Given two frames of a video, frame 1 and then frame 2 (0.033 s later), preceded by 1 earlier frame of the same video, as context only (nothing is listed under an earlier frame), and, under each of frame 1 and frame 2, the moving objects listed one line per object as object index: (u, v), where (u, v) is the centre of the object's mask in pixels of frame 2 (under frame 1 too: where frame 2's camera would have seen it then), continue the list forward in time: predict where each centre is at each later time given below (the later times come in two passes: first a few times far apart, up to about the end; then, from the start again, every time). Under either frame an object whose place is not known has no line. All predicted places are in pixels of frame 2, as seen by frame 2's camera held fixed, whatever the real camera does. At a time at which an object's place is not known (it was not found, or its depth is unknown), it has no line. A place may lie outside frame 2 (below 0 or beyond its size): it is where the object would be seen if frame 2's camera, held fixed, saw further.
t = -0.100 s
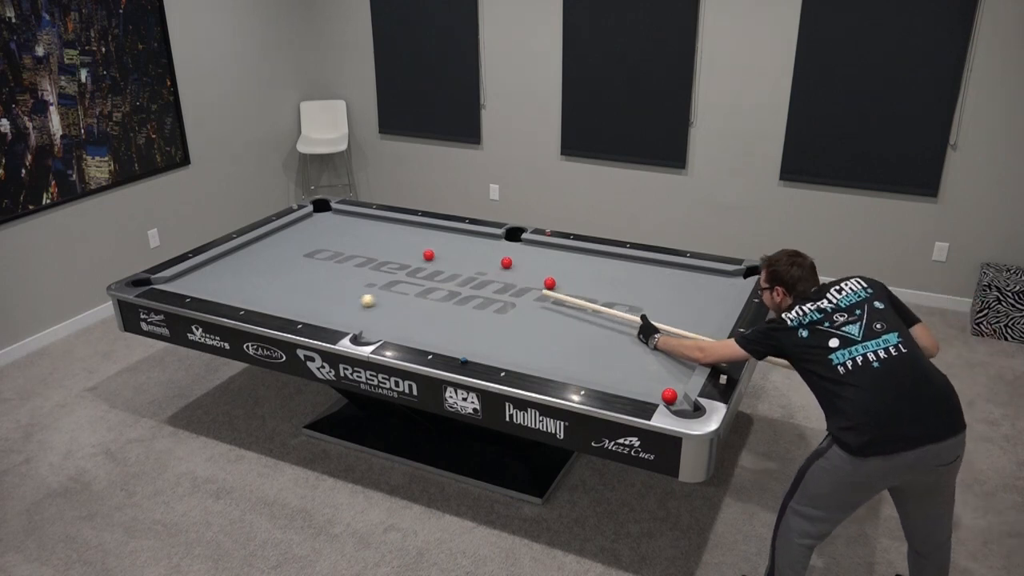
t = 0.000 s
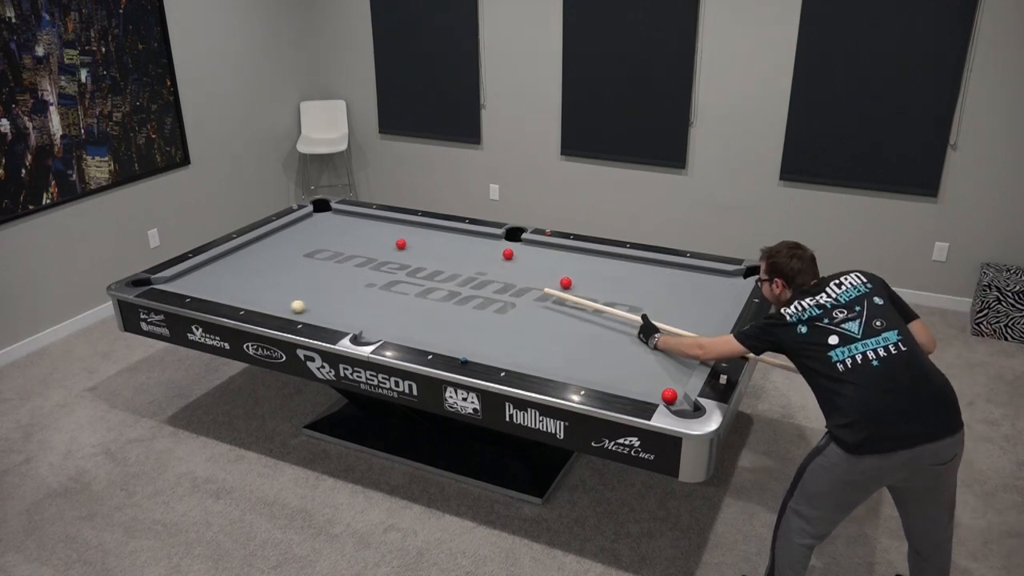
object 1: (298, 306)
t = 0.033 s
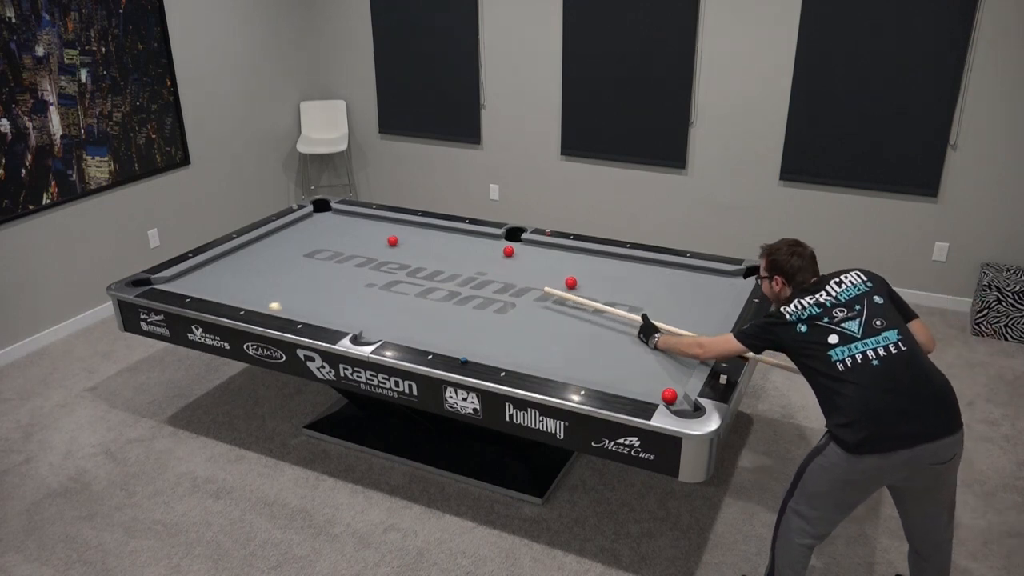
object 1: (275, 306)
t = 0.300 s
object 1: (250, 272)
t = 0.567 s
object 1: (249, 248)
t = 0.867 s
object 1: (319, 237)
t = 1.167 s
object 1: (381, 227)
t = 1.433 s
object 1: (415, 230)
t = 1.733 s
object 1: (435, 244)
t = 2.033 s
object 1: (456, 259)
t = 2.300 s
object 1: (475, 274)
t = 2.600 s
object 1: (499, 291)
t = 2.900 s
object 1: (525, 310)
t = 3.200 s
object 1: (552, 331)
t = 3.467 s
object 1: (577, 350)
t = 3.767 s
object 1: (608, 373)
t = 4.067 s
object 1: (642, 387)
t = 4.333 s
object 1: (669, 385)
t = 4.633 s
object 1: (676, 379)
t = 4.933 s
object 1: (670, 371)
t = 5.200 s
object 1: (667, 365)
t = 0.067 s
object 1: (270, 303)
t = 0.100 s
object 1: (268, 298)
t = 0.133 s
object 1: (265, 293)
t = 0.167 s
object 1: (262, 288)
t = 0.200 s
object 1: (259, 284)
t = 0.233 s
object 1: (256, 279)
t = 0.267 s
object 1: (253, 275)
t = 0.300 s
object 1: (250, 272)
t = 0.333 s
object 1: (248, 268)
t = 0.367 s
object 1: (245, 265)
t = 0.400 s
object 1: (242, 261)
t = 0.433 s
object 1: (239, 258)
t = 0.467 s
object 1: (237, 254)
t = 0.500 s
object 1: (234, 251)
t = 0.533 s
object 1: (240, 249)
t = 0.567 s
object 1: (249, 248)
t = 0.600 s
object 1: (258, 247)
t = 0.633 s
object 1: (267, 246)
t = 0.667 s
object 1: (274, 245)
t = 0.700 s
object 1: (282, 243)
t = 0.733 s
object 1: (290, 242)
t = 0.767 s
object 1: (297, 241)
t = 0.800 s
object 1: (305, 240)
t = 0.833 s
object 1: (312, 238)
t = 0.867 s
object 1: (319, 237)
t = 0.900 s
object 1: (326, 236)
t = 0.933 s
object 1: (334, 235)
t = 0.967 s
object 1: (341, 234)
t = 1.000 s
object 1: (347, 233)
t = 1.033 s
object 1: (354, 232)
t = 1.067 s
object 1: (361, 230)
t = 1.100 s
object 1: (368, 229)
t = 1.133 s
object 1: (375, 228)
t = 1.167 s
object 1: (381, 227)
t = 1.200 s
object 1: (388, 226)
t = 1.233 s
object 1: (395, 225)
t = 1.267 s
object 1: (401, 223)
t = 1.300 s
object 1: (408, 223)
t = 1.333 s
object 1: (409, 224)
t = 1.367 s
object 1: (411, 226)
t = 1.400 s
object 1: (413, 228)
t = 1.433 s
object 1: (415, 230)
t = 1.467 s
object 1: (417, 231)
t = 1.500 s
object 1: (419, 233)
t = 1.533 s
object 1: (422, 234)
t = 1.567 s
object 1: (423, 236)
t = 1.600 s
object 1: (426, 237)
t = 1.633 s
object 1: (428, 239)
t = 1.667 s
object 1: (430, 240)
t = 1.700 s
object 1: (432, 243)
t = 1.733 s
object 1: (435, 244)
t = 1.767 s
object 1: (437, 246)
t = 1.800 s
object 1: (439, 247)
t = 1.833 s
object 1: (442, 249)
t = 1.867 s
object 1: (444, 251)
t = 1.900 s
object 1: (446, 252)
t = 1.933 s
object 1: (448, 254)
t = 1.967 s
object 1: (451, 256)
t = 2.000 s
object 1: (453, 258)
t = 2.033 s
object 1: (456, 259)
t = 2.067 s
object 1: (458, 261)
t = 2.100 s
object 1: (460, 263)
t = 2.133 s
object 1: (463, 264)
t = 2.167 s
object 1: (465, 266)
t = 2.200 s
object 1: (468, 268)
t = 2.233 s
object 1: (470, 270)
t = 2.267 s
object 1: (473, 272)
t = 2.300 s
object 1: (475, 274)
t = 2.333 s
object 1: (478, 276)
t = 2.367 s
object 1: (480, 278)
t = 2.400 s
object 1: (483, 279)
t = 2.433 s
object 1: (486, 281)
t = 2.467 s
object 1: (488, 283)
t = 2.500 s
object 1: (491, 285)
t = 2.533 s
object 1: (494, 287)
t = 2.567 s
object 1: (497, 289)
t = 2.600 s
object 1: (499, 291)
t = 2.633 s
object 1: (502, 294)
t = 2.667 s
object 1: (505, 296)
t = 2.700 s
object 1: (508, 298)
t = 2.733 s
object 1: (510, 300)
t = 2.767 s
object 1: (513, 302)
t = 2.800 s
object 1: (516, 304)
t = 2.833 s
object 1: (519, 306)
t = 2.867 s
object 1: (522, 308)
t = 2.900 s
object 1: (525, 310)
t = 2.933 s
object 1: (527, 313)
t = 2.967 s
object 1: (531, 315)
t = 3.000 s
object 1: (534, 317)
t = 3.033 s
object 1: (536, 319)
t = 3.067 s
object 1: (539, 321)
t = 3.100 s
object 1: (543, 324)
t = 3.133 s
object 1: (546, 326)
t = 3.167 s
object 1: (549, 328)
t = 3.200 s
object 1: (552, 331)
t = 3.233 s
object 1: (555, 333)
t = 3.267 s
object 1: (558, 335)
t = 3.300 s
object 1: (562, 338)
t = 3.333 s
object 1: (564, 340)
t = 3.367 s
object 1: (568, 343)
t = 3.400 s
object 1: (571, 345)
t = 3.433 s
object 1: (574, 347)
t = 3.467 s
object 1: (577, 350)
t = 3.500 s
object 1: (581, 352)
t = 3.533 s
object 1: (584, 355)
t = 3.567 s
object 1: (587, 357)
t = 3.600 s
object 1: (591, 360)
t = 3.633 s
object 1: (594, 363)
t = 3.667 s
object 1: (598, 365)
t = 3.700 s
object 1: (601, 368)
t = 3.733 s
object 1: (605, 370)
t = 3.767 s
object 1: (608, 373)
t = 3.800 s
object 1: (612, 376)
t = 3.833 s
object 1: (615, 378)
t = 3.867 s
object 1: (619, 381)
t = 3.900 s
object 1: (623, 383)
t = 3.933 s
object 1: (626, 384)
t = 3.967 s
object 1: (631, 387)
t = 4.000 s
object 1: (634, 388)
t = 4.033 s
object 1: (638, 387)
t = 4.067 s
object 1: (642, 387)
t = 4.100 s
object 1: (647, 388)
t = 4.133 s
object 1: (650, 388)
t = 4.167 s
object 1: (654, 388)
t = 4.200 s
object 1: (657, 388)
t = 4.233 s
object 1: (660, 388)
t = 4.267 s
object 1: (662, 387)
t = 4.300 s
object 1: (666, 386)
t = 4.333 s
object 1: (669, 385)
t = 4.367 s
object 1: (673, 385)
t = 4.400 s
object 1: (675, 385)
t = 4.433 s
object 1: (678, 384)
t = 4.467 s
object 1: (679, 383)
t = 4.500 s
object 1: (678, 383)
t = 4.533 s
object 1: (677, 382)
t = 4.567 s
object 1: (677, 382)
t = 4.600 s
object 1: (676, 380)
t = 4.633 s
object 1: (676, 379)
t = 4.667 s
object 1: (675, 378)
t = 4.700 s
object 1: (674, 378)
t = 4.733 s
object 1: (674, 377)
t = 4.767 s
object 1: (673, 376)
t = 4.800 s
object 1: (673, 375)
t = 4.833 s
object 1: (672, 374)
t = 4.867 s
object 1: (672, 373)
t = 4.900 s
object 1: (671, 372)
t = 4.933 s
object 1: (670, 371)
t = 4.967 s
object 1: (670, 371)
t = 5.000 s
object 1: (669, 370)
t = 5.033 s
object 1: (669, 369)
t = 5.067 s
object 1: (668, 368)
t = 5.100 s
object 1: (668, 367)
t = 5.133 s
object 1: (668, 367)
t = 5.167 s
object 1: (667, 366)
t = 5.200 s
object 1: (667, 365)
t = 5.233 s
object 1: (666, 364)
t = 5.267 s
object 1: (666, 364)
